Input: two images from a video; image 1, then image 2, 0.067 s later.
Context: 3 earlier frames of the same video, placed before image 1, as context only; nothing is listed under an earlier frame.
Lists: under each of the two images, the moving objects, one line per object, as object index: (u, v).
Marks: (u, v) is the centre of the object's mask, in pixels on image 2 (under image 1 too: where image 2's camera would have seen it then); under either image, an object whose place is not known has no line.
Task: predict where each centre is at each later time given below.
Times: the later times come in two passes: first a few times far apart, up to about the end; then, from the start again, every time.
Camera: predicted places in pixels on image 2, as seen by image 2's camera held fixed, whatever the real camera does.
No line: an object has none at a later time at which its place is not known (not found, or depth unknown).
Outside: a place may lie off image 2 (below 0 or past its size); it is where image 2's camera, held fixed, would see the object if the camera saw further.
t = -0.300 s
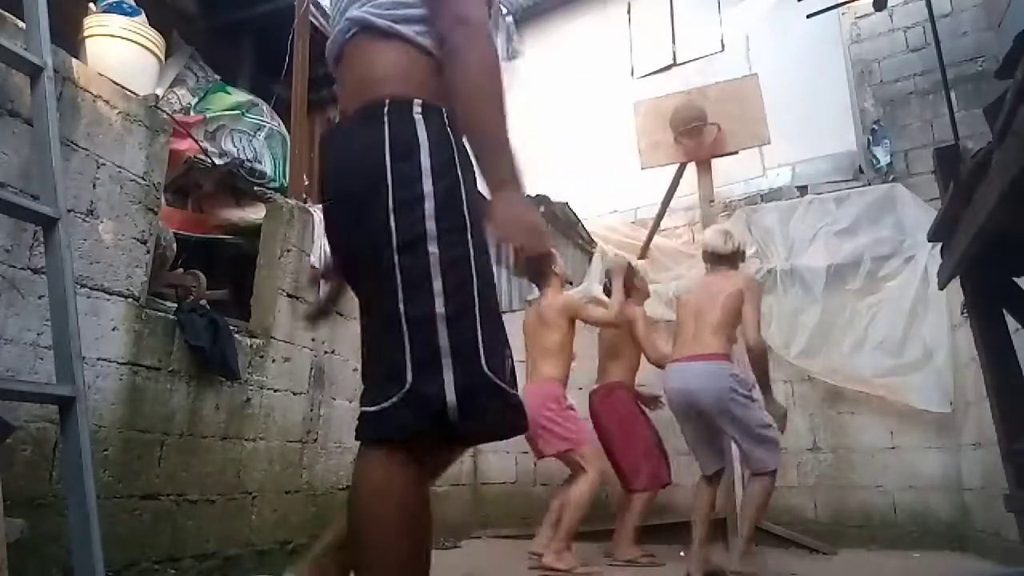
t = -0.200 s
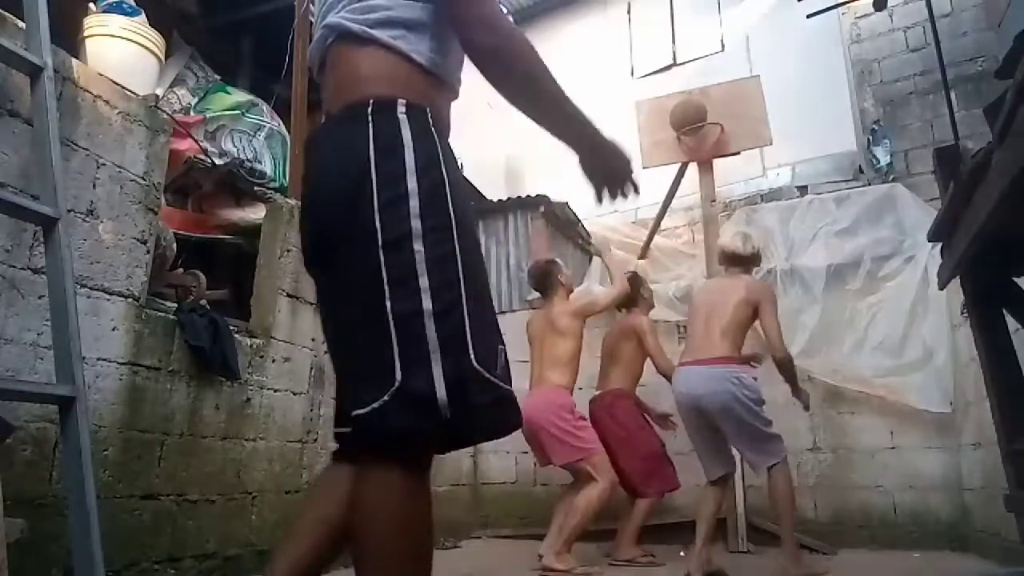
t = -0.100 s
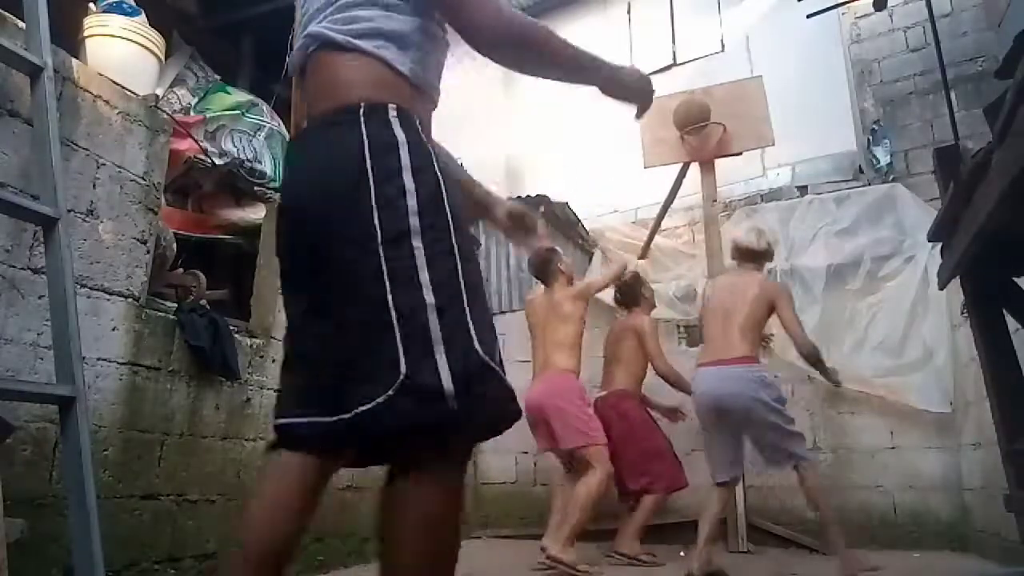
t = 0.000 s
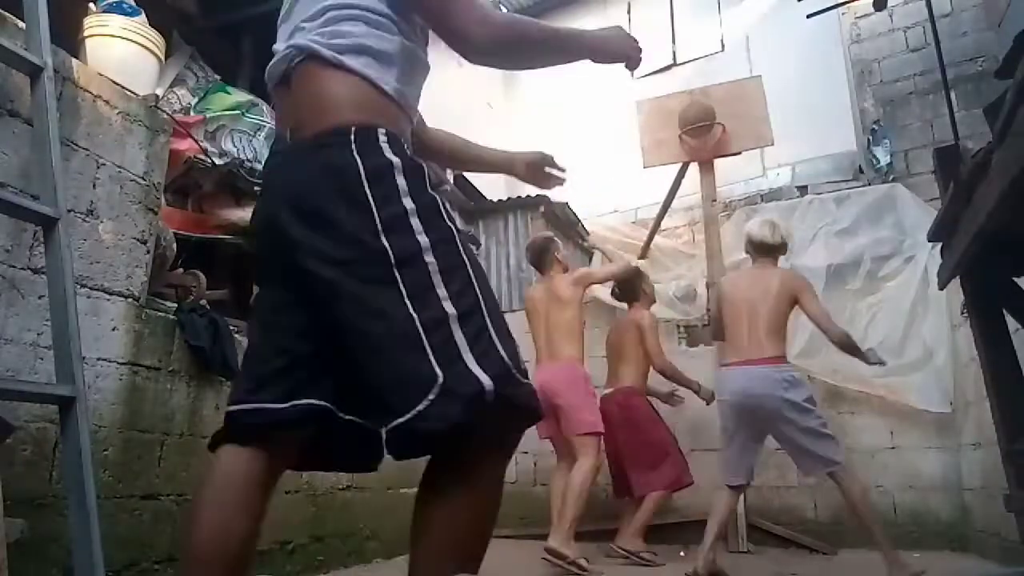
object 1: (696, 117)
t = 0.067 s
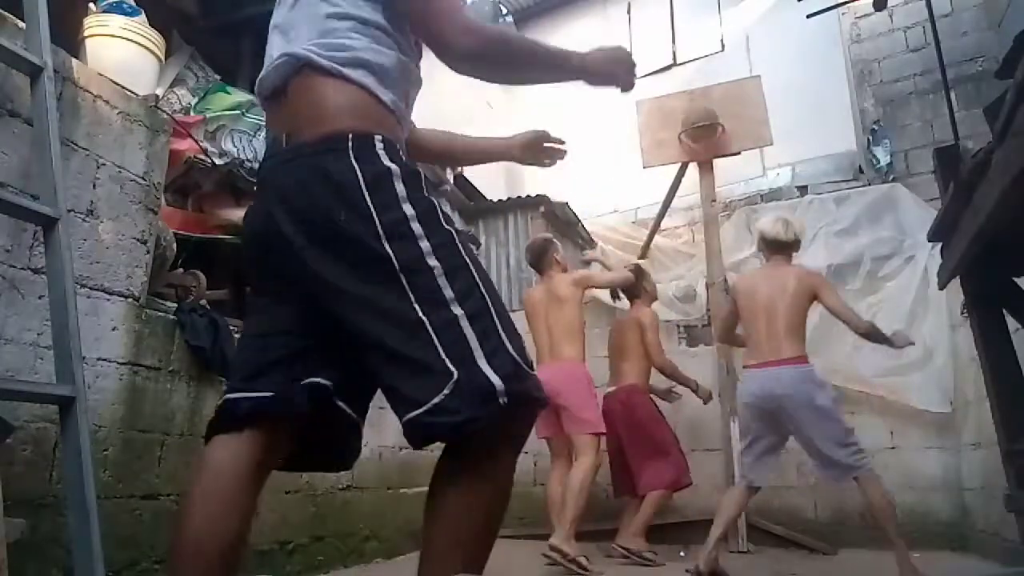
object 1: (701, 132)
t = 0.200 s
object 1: (705, 148)
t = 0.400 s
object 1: (706, 170)
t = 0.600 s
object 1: (713, 248)
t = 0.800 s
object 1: (729, 398)
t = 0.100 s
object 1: (704, 142)
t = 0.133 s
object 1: (705, 146)
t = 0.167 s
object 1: (705, 147)
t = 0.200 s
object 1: (705, 148)
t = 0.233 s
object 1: (705, 147)
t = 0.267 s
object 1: (704, 151)
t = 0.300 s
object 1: (705, 153)
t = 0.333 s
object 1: (705, 158)
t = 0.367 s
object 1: (705, 164)
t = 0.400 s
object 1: (706, 170)
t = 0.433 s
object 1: (707, 179)
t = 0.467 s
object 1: (708, 189)
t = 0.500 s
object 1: (709, 201)
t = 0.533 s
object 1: (710, 215)
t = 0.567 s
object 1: (711, 229)
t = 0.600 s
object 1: (713, 248)
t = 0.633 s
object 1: (715, 270)
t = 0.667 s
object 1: (717, 290)
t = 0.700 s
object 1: (719, 311)
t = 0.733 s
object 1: (722, 338)
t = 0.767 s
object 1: (724, 369)
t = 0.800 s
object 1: (729, 398)
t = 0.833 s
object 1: (731, 433)
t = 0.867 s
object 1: (734, 472)
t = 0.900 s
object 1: (740, 521)
